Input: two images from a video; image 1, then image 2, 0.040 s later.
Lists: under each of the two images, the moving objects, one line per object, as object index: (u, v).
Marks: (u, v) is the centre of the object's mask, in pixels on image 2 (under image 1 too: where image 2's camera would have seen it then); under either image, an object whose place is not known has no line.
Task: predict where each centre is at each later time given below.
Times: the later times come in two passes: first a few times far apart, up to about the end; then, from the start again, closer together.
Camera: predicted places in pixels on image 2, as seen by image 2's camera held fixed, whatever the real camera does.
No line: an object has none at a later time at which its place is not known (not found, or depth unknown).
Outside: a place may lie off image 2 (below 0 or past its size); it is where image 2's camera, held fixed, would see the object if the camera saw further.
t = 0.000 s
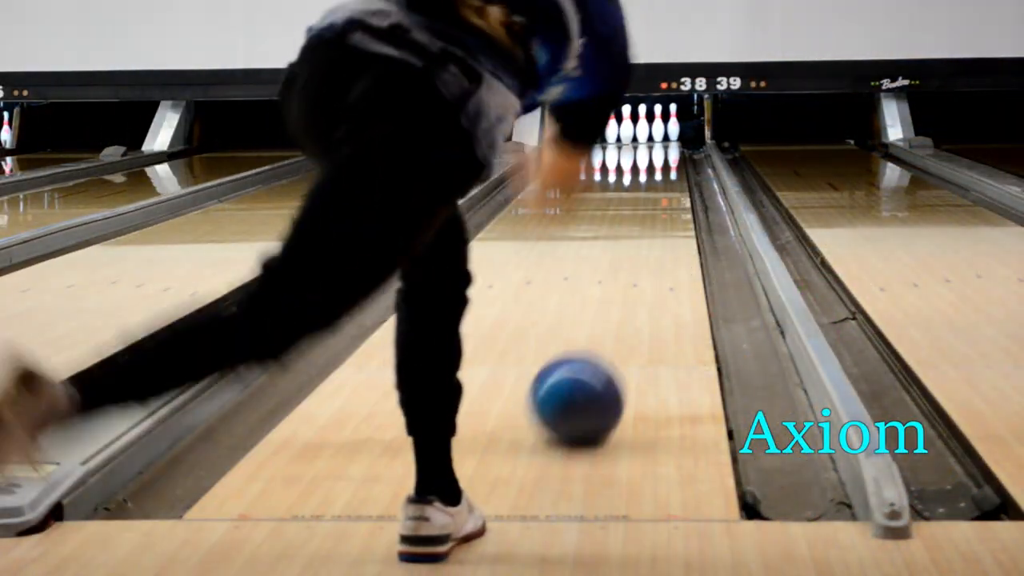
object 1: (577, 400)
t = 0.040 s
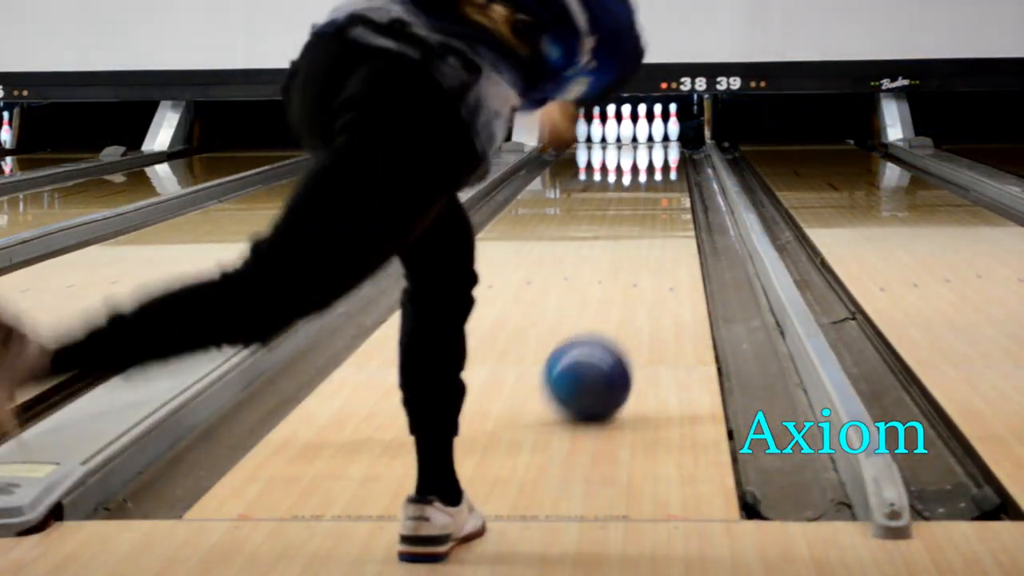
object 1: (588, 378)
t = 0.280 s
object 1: (632, 290)
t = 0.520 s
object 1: (660, 242)
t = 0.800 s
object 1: (672, 204)
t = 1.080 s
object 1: (678, 179)
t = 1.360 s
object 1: (679, 161)
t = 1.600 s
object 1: (672, 152)
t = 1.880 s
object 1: (654, 142)
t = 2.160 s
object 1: (630, 135)
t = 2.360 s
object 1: (618, 131)
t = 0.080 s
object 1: (597, 360)
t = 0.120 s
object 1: (605, 343)
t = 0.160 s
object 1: (613, 329)
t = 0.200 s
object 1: (620, 314)
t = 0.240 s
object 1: (626, 301)
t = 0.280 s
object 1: (632, 290)
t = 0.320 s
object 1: (637, 280)
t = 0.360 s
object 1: (641, 271)
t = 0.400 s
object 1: (646, 263)
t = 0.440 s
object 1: (649, 256)
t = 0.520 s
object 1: (660, 242)
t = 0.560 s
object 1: (659, 235)
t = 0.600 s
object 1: (662, 229)
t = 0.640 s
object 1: (664, 223)
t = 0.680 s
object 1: (666, 218)
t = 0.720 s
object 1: (668, 213)
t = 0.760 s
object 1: (670, 209)
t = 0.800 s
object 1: (672, 204)
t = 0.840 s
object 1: (673, 200)
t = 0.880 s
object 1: (674, 196)
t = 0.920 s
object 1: (675, 192)
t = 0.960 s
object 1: (677, 189)
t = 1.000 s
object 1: (677, 186)
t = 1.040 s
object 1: (678, 183)
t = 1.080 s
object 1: (678, 179)
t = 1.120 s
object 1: (679, 176)
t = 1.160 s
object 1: (680, 173)
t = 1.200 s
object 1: (680, 170)
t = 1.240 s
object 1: (680, 168)
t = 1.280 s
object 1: (680, 166)
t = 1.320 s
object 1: (680, 164)
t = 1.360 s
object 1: (679, 161)
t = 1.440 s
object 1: (678, 157)
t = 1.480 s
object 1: (677, 156)
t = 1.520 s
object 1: (675, 154)
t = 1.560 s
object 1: (674, 153)
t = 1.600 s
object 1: (672, 152)
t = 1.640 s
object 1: (670, 150)
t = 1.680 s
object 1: (668, 148)
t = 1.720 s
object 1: (665, 147)
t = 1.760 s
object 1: (663, 146)
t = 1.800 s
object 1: (660, 144)
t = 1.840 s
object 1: (657, 143)
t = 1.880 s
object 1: (654, 142)
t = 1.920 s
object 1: (650, 140)
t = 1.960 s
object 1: (646, 139)
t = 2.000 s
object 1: (643, 139)
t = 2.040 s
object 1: (640, 138)
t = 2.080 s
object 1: (636, 136)
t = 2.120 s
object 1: (633, 136)
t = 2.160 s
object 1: (630, 135)
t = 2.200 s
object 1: (628, 134)
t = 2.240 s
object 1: (627, 133)
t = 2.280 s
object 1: (626, 132)
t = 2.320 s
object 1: (622, 132)
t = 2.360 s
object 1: (618, 131)
